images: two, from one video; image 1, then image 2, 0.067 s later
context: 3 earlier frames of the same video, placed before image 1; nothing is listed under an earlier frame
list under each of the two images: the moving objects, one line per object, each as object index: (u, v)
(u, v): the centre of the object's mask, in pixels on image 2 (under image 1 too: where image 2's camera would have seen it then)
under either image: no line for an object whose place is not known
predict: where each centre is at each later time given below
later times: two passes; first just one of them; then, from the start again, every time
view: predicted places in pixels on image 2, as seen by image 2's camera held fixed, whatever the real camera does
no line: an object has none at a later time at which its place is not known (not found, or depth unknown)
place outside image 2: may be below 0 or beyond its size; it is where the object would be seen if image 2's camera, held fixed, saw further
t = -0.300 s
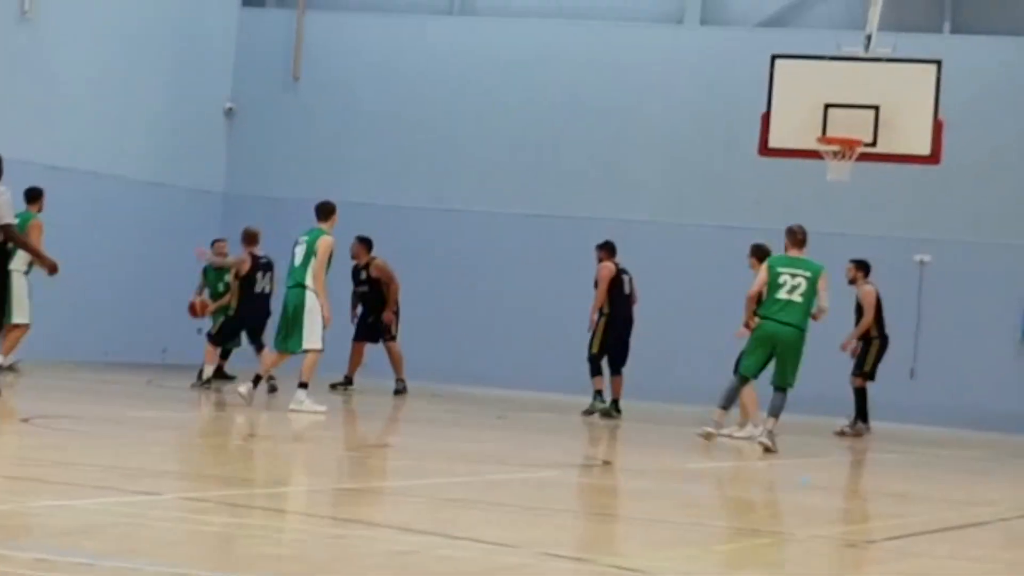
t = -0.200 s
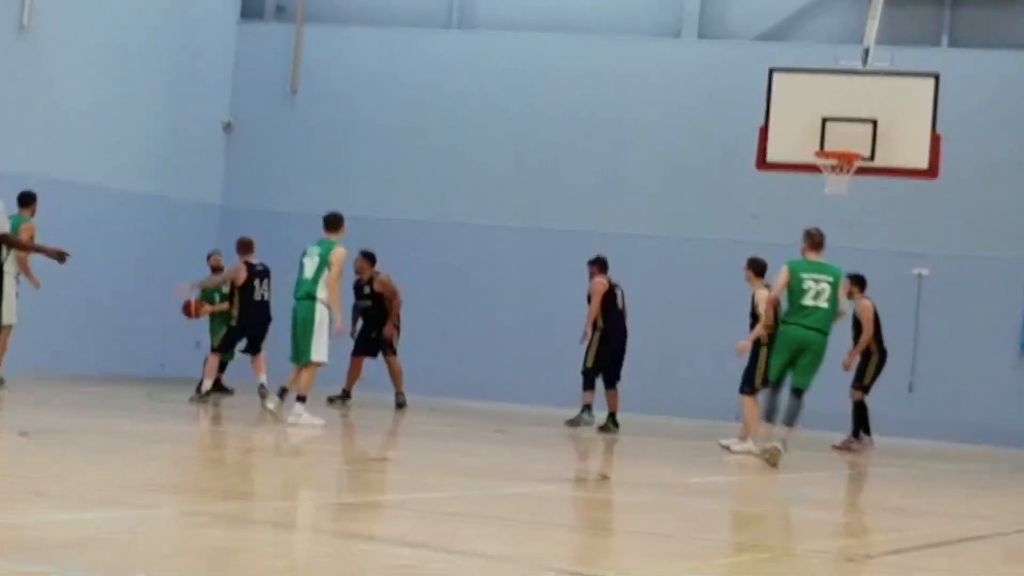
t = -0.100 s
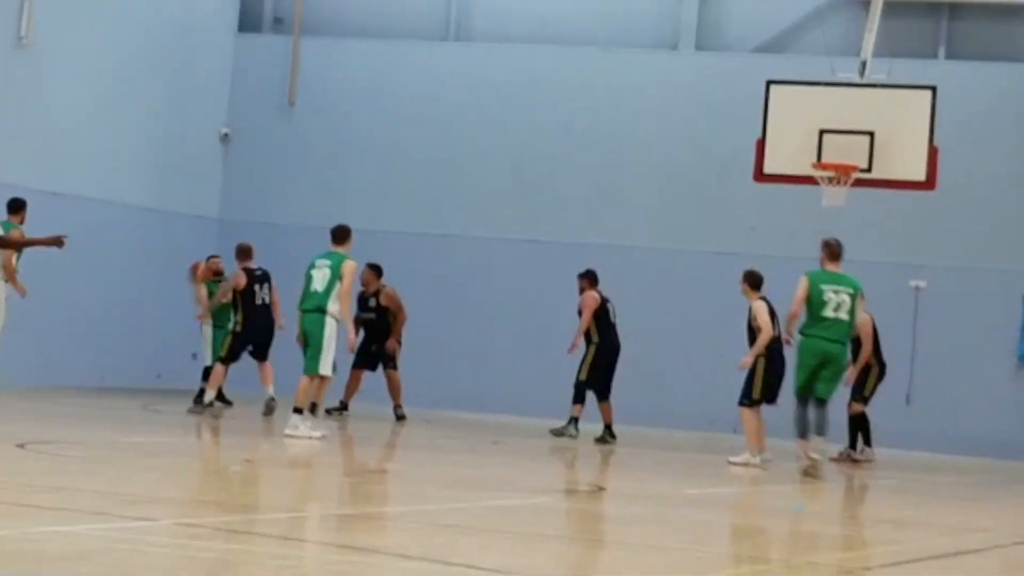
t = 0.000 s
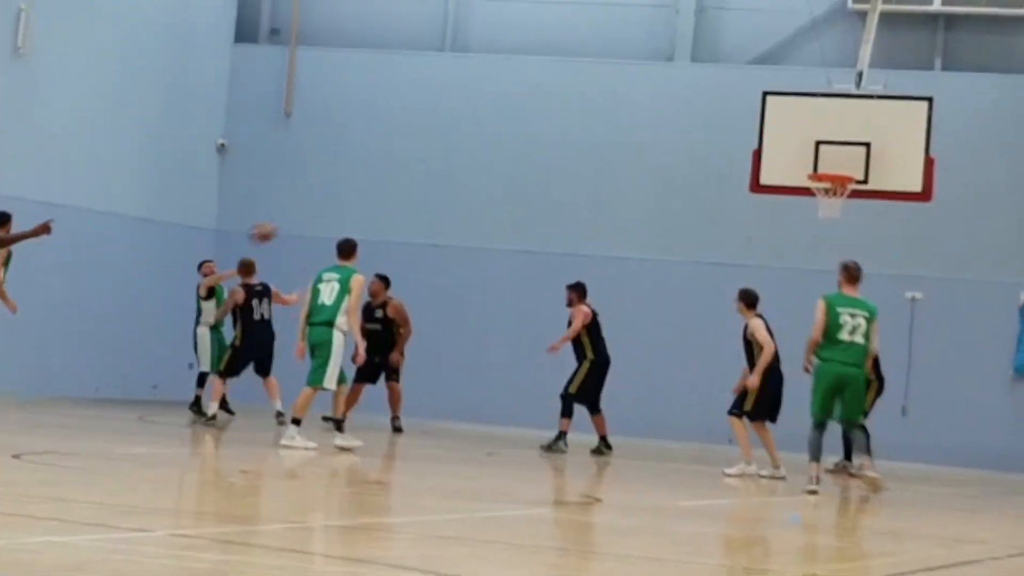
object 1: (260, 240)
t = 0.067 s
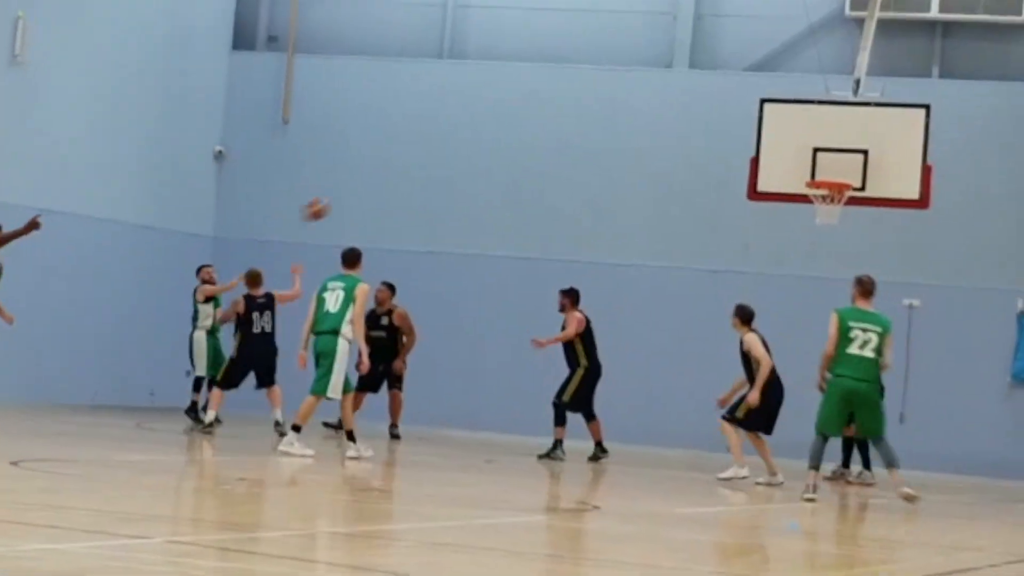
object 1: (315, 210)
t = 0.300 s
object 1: (503, 133)
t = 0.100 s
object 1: (341, 197)
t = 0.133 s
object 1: (368, 185)
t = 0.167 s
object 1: (395, 173)
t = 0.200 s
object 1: (423, 161)
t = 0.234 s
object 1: (449, 152)
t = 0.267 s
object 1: (476, 142)
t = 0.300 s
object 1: (503, 133)
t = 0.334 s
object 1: (530, 126)
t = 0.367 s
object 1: (556, 120)
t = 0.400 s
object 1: (584, 114)
